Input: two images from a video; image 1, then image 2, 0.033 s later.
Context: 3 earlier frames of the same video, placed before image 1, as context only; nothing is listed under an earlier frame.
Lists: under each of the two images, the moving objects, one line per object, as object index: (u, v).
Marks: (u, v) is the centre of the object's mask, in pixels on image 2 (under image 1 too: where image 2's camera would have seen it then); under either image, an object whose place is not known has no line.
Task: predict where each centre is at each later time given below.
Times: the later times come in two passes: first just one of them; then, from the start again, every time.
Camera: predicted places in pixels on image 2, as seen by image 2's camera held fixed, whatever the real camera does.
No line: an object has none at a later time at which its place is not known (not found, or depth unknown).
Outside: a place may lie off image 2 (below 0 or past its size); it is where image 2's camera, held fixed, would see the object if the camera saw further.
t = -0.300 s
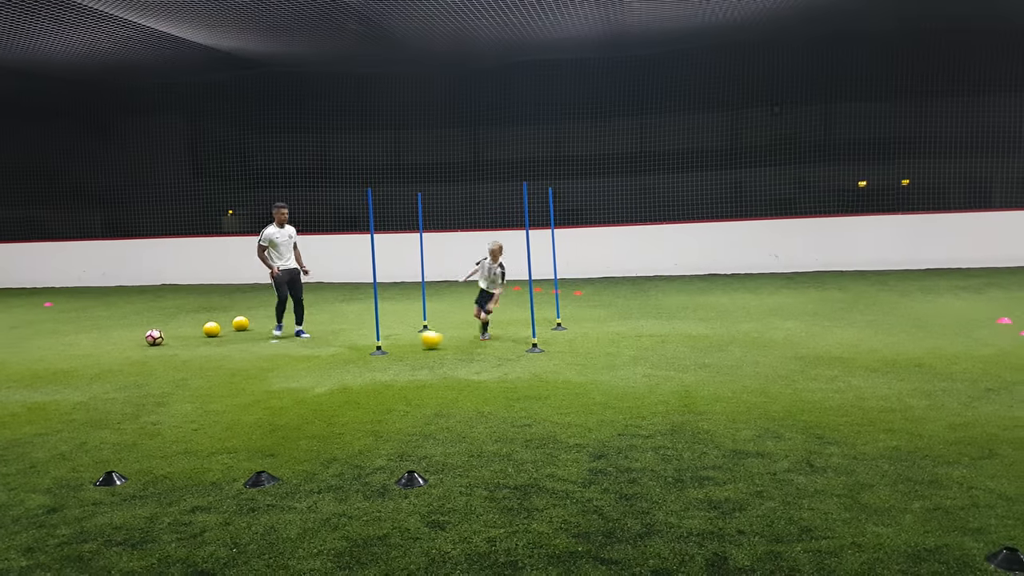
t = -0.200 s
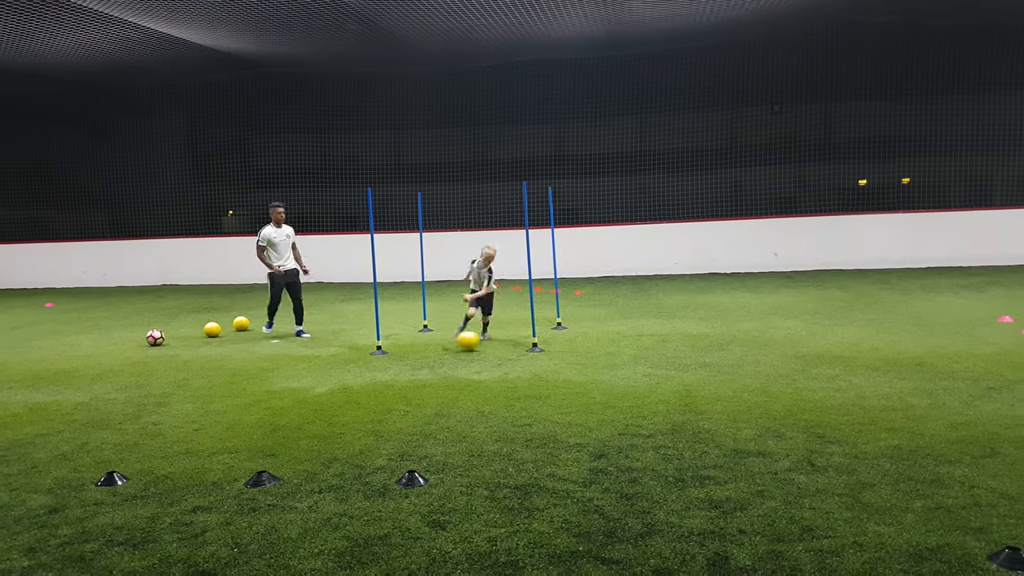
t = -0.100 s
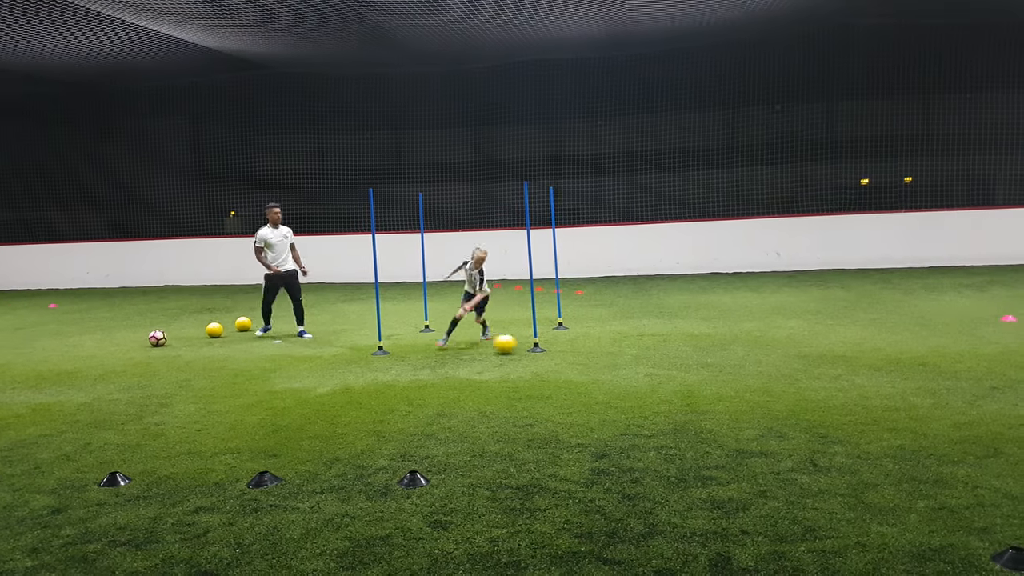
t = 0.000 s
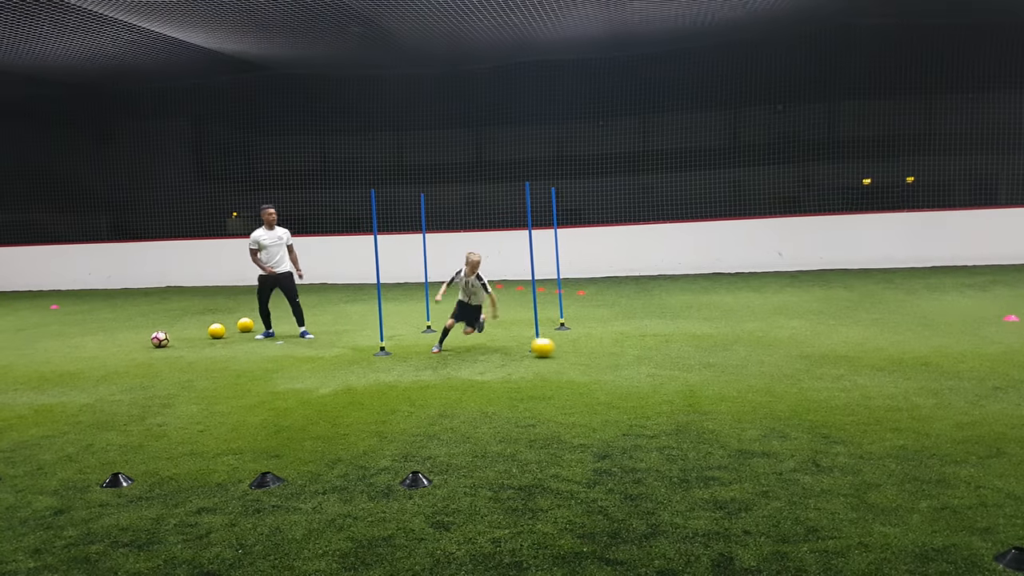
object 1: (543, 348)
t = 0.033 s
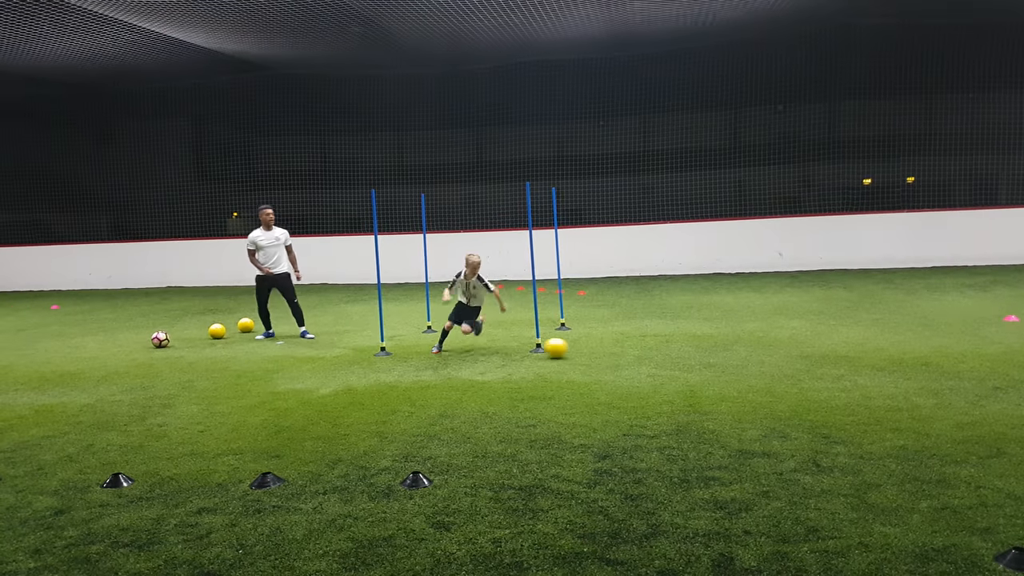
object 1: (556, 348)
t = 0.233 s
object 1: (636, 353)
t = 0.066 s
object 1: (568, 349)
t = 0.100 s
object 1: (582, 350)
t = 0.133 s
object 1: (595, 350)
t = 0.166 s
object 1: (609, 351)
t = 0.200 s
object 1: (622, 352)
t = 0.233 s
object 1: (636, 353)
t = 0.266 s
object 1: (652, 354)
